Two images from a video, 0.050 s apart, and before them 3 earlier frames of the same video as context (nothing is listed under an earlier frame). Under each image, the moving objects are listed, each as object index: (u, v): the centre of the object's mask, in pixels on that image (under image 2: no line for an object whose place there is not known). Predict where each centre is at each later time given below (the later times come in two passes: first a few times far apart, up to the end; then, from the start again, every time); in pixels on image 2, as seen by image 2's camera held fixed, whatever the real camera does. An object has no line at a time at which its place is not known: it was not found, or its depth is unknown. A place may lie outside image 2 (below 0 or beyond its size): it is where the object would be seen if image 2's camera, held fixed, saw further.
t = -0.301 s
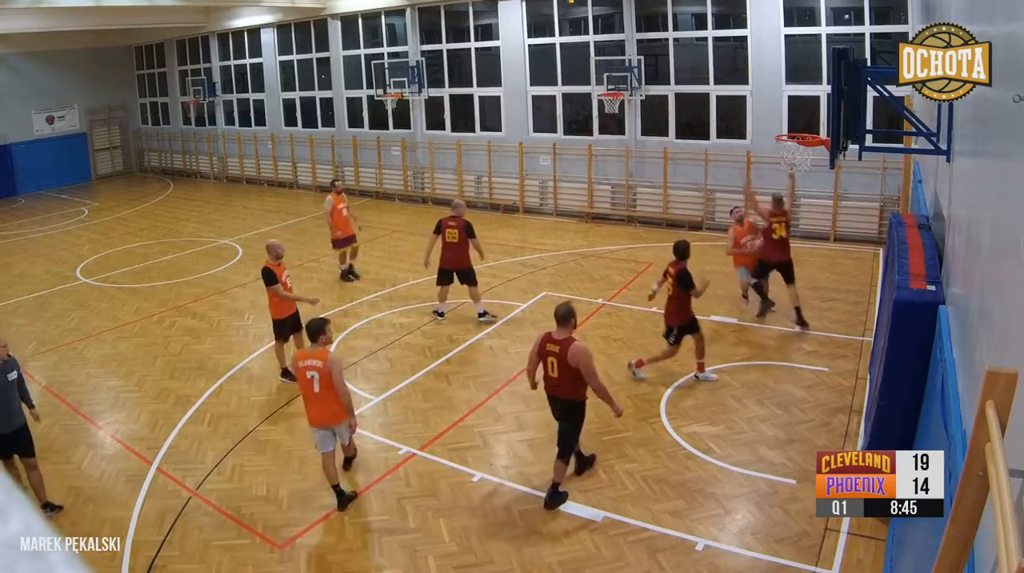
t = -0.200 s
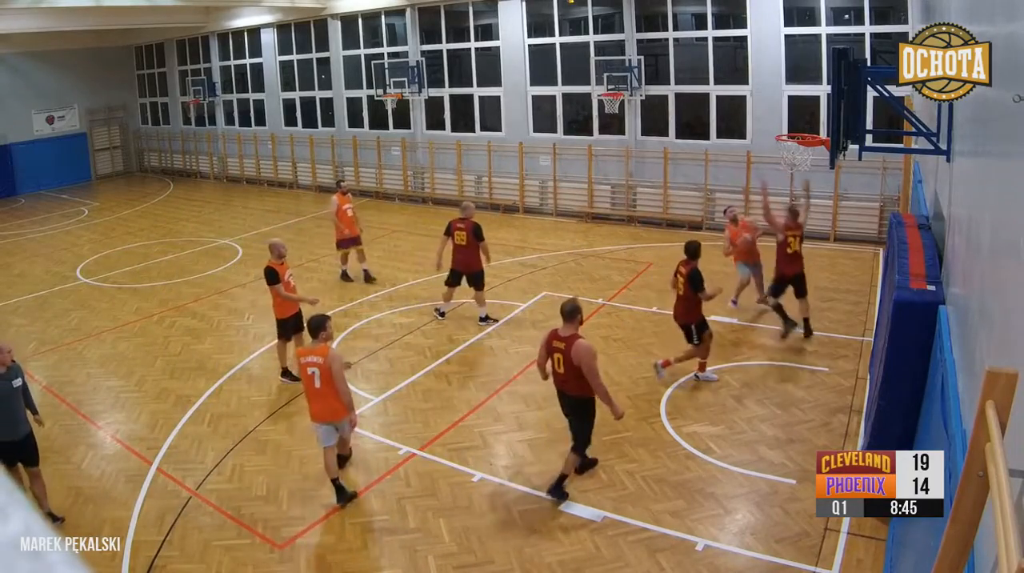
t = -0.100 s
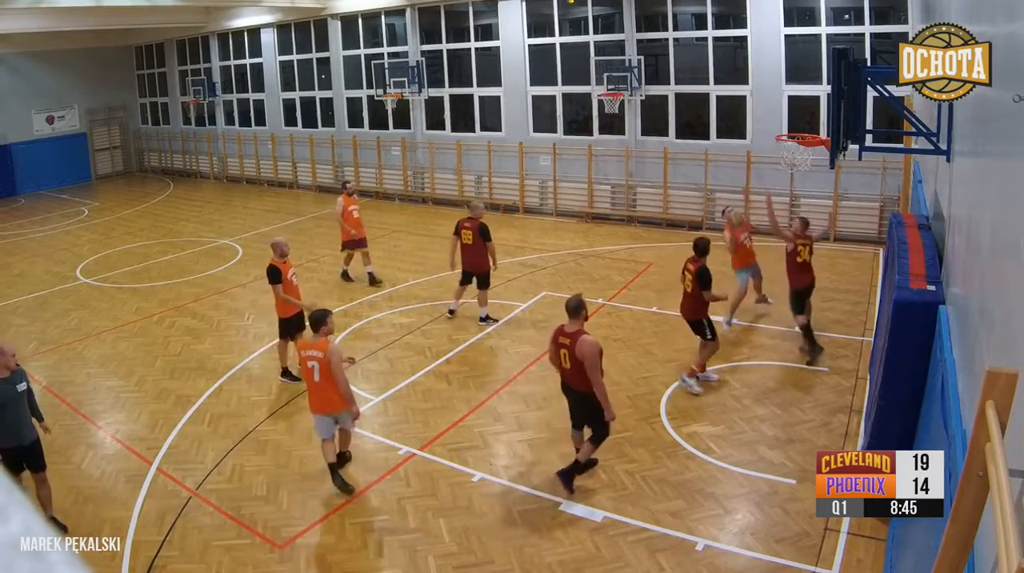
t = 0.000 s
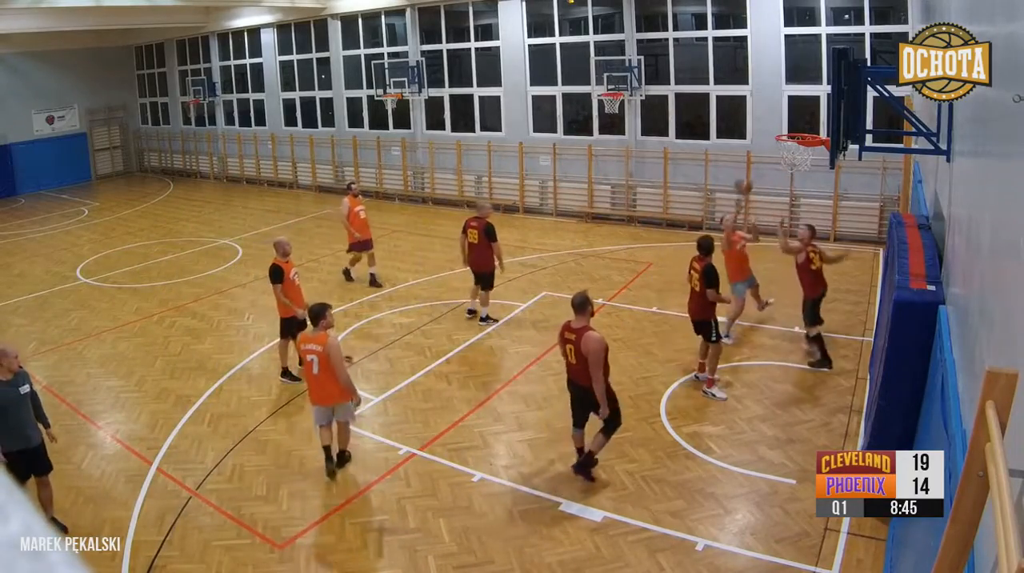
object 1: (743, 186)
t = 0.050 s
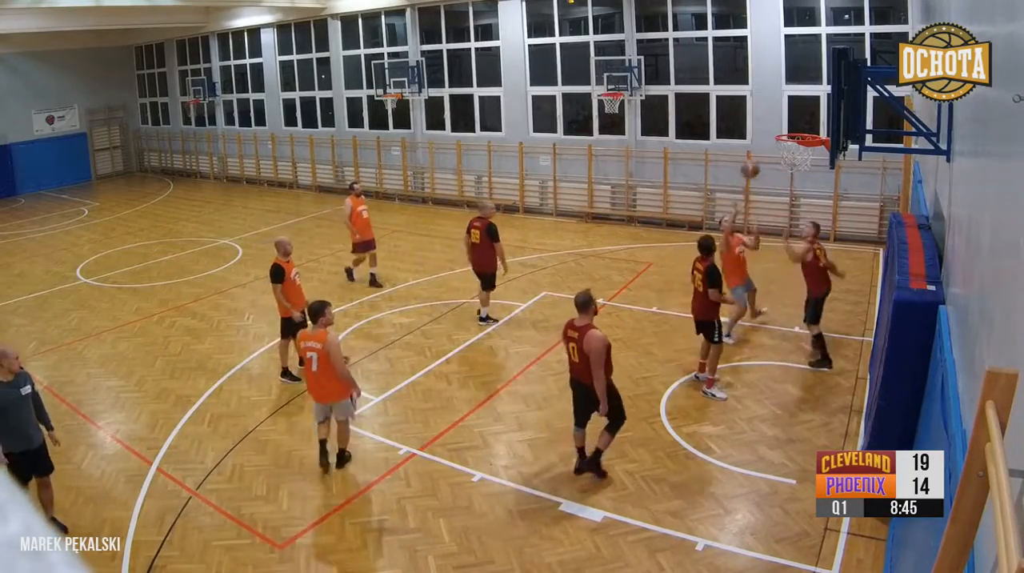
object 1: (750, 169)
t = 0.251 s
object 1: (780, 115)
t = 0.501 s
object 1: (821, 88)
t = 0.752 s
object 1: (799, 123)
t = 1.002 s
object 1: (798, 149)
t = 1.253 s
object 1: (802, 171)
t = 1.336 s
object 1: (802, 190)
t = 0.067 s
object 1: (752, 163)
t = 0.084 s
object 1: (755, 159)
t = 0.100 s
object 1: (757, 154)
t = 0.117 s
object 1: (759, 149)
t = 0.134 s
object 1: (762, 144)
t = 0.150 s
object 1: (765, 140)
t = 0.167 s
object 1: (766, 136)
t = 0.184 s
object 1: (769, 131)
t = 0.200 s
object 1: (772, 127)
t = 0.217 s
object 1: (774, 123)
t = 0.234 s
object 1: (777, 119)
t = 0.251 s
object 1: (780, 115)
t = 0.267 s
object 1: (782, 112)
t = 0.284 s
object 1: (785, 108)
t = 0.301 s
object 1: (787, 105)
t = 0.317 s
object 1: (790, 103)
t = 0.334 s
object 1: (792, 101)
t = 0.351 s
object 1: (795, 101)
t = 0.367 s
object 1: (799, 96)
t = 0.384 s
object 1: (801, 94)
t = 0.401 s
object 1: (804, 92)
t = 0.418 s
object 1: (806, 91)
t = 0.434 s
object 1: (809, 90)
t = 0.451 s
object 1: (812, 89)
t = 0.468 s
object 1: (815, 89)
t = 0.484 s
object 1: (819, 88)
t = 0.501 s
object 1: (821, 88)
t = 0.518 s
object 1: (823, 88)
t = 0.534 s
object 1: (824, 88)
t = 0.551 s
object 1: (823, 89)
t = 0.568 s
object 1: (822, 91)
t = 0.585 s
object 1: (821, 92)
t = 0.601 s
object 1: (820, 94)
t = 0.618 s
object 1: (817, 96)
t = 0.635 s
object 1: (814, 99)
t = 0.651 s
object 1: (812, 102)
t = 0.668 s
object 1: (810, 105)
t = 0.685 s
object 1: (808, 108)
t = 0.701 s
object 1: (806, 111)
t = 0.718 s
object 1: (804, 115)
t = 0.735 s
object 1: (801, 119)
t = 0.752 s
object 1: (799, 123)
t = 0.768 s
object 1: (798, 127)
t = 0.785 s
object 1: (794, 130)
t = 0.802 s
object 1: (792, 136)
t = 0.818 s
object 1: (792, 137)
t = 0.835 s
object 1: (792, 139)
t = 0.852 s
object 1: (792, 140)
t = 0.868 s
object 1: (792, 142)
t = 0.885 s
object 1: (792, 143)
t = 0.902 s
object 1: (793, 146)
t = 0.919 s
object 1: (793, 147)
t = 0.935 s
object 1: (793, 146)
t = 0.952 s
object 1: (793, 145)
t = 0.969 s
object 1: (796, 149)
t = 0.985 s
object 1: (798, 149)
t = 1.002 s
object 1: (798, 149)
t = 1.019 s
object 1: (797, 149)
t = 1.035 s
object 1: (799, 146)
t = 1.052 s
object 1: (797, 150)
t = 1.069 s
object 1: (797, 152)
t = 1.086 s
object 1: (803, 158)
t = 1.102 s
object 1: (803, 159)
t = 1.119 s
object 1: (803, 159)
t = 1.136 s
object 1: (803, 161)
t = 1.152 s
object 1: (804, 162)
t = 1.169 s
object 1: (803, 164)
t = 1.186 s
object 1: (802, 164)
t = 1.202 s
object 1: (802, 167)
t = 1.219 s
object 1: (802, 167)
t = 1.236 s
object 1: (802, 170)
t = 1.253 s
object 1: (802, 171)
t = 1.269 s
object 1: (802, 176)
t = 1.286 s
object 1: (802, 178)
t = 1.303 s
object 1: (802, 182)
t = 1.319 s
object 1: (802, 186)
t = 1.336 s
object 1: (802, 190)
